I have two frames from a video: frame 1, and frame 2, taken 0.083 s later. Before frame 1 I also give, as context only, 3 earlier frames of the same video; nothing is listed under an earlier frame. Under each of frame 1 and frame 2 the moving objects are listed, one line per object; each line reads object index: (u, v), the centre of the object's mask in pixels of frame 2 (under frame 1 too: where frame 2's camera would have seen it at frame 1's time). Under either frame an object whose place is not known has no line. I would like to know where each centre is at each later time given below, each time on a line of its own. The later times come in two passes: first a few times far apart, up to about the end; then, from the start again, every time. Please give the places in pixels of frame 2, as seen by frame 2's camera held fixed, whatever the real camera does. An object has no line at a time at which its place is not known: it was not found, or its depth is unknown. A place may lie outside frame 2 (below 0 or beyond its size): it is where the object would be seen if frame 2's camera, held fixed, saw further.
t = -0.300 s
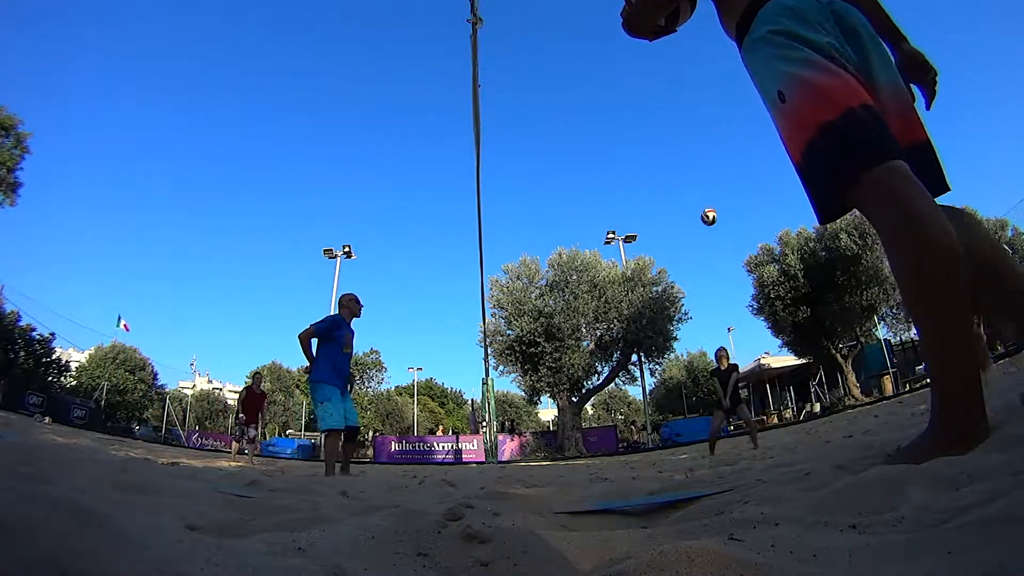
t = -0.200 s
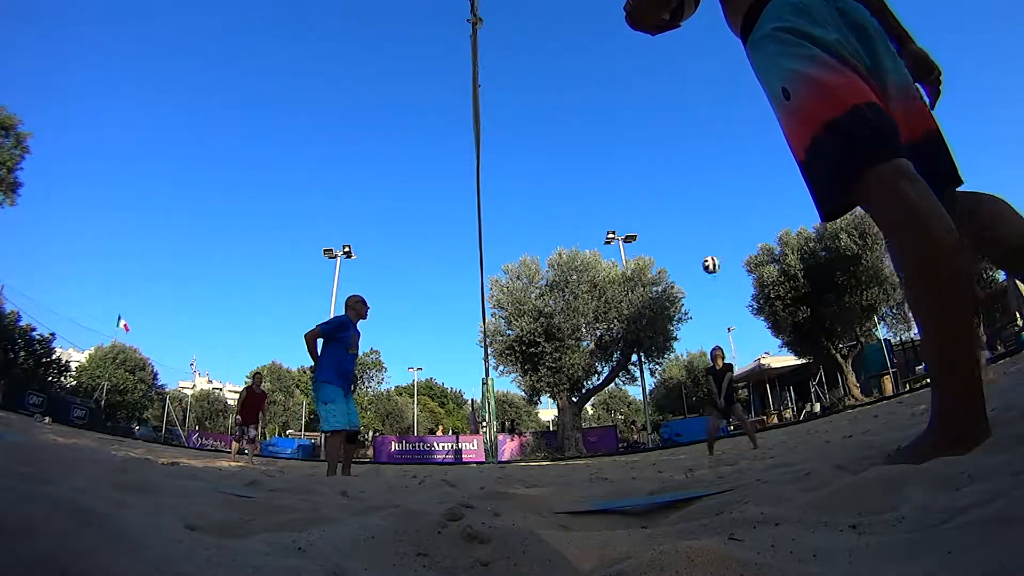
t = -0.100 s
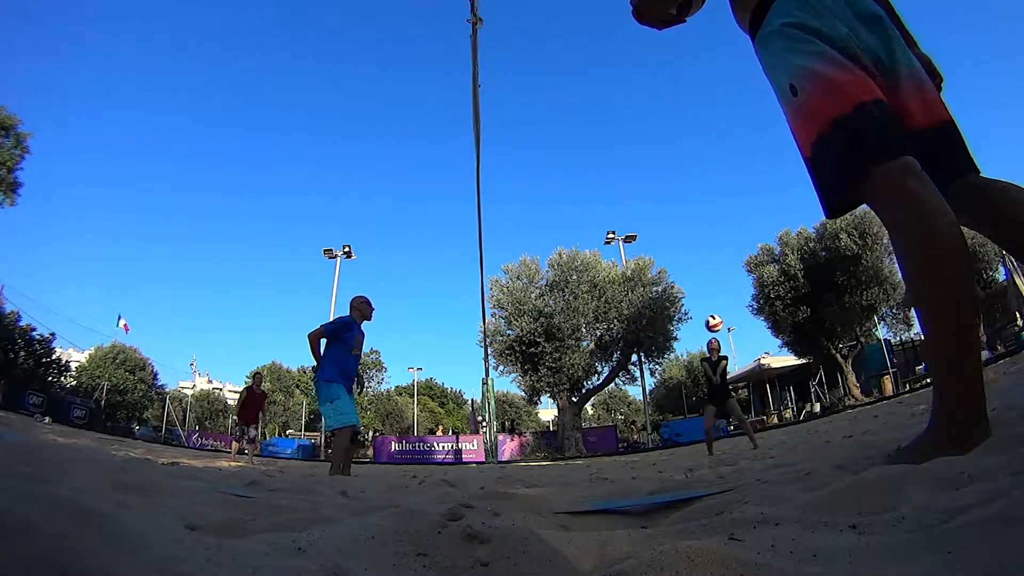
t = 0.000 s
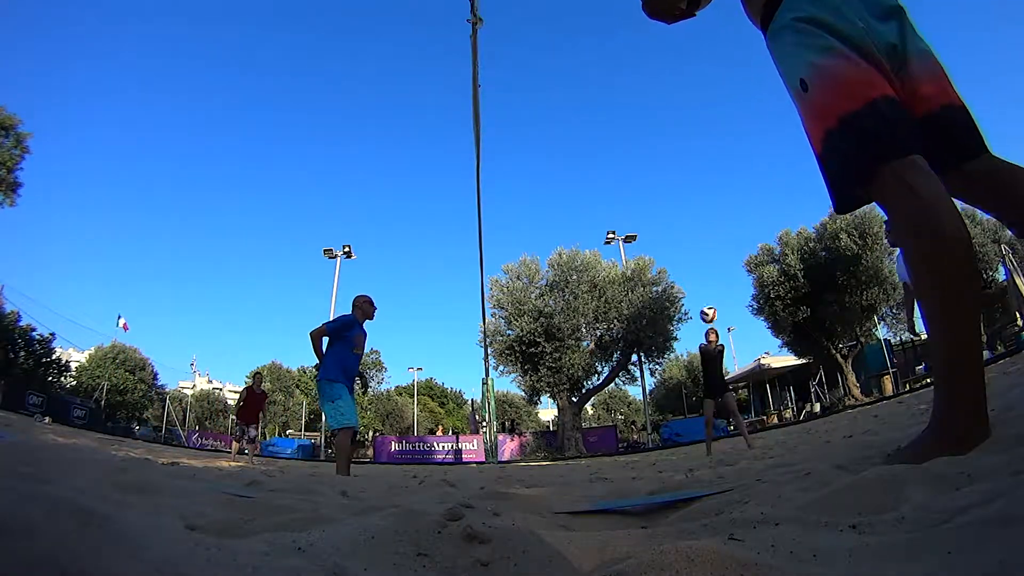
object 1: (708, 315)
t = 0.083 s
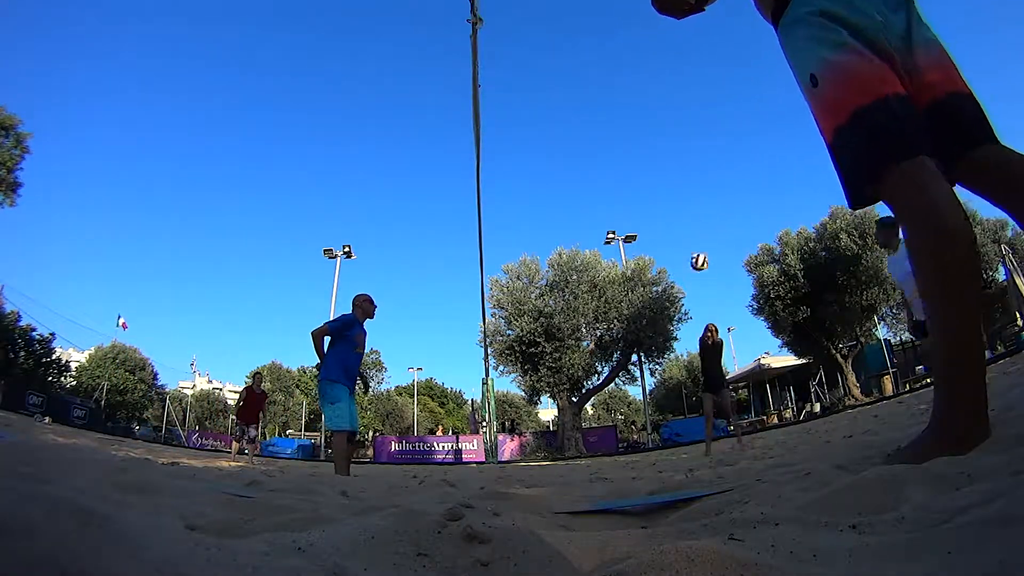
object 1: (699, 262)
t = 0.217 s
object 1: (684, 193)
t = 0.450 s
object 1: (664, 112)
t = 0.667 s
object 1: (655, 69)
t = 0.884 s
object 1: (654, 48)
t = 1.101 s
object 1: (663, 46)
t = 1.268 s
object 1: (683, 65)
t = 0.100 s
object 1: (697, 252)
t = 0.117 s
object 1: (695, 243)
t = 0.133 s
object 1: (693, 234)
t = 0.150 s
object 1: (691, 225)
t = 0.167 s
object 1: (689, 217)
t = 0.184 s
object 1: (688, 209)
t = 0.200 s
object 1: (686, 201)
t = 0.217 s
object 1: (684, 193)
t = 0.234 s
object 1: (683, 186)
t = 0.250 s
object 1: (681, 179)
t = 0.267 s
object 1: (679, 172)
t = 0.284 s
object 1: (678, 166)
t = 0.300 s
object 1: (676, 160)
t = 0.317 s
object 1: (674, 153)
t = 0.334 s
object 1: (673, 148)
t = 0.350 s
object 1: (671, 142)
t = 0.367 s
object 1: (670, 137)
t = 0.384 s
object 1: (669, 132)
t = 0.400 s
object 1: (668, 126)
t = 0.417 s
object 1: (666, 122)
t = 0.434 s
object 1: (665, 117)
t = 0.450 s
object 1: (664, 112)
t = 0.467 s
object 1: (662, 108)
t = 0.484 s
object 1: (661, 104)
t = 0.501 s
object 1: (661, 100)
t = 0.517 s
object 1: (660, 97)
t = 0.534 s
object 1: (659, 93)
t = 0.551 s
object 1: (658, 90)
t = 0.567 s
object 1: (658, 87)
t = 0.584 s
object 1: (657, 84)
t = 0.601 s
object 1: (656, 80)
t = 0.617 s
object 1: (656, 77)
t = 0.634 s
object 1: (656, 75)
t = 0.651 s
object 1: (655, 72)
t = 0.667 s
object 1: (655, 69)
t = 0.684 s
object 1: (654, 67)
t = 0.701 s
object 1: (654, 65)
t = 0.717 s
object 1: (654, 62)
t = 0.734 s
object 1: (653, 61)
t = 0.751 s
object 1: (653, 58)
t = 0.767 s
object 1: (653, 56)
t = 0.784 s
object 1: (653, 55)
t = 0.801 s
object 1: (653, 54)
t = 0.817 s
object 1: (653, 52)
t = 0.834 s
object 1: (653, 51)
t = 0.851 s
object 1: (653, 50)
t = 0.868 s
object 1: (654, 49)
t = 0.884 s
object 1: (654, 48)
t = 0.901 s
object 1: (654, 47)
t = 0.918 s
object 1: (655, 46)
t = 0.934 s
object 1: (655, 46)
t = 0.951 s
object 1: (656, 45)
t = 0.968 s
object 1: (656, 45)
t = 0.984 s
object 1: (657, 45)
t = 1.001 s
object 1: (657, 44)
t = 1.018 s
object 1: (658, 44)
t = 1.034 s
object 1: (659, 44)
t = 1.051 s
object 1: (660, 45)
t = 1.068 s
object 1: (662, 45)
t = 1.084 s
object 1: (663, 46)
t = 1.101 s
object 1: (663, 46)
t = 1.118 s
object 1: (665, 47)
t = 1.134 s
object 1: (666, 49)
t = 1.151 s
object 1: (668, 50)
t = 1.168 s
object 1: (670, 52)
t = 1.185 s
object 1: (672, 53)
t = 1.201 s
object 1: (673, 55)
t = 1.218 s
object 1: (676, 57)
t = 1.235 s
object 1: (678, 59)
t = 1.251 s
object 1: (680, 62)
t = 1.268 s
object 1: (683, 65)
